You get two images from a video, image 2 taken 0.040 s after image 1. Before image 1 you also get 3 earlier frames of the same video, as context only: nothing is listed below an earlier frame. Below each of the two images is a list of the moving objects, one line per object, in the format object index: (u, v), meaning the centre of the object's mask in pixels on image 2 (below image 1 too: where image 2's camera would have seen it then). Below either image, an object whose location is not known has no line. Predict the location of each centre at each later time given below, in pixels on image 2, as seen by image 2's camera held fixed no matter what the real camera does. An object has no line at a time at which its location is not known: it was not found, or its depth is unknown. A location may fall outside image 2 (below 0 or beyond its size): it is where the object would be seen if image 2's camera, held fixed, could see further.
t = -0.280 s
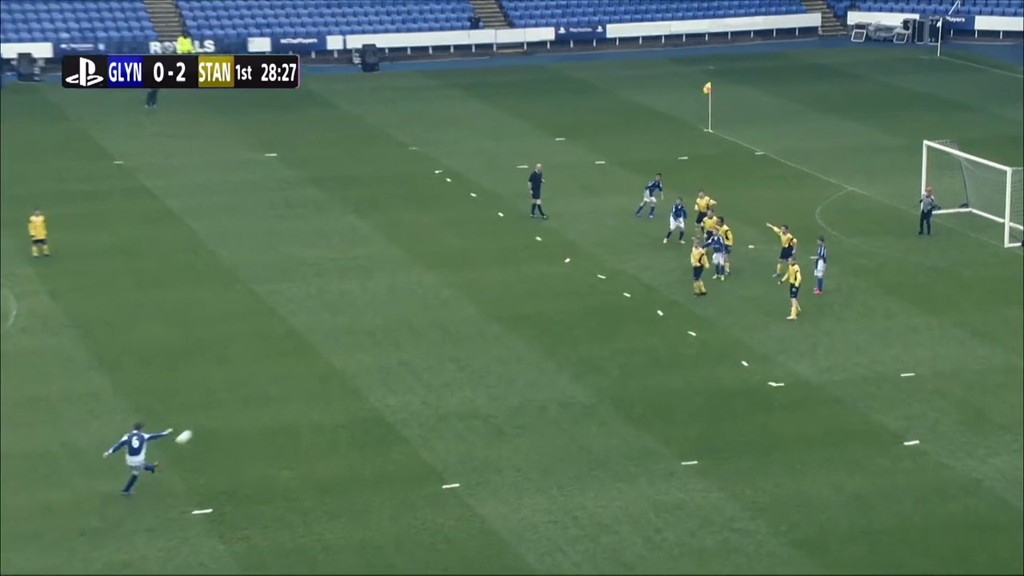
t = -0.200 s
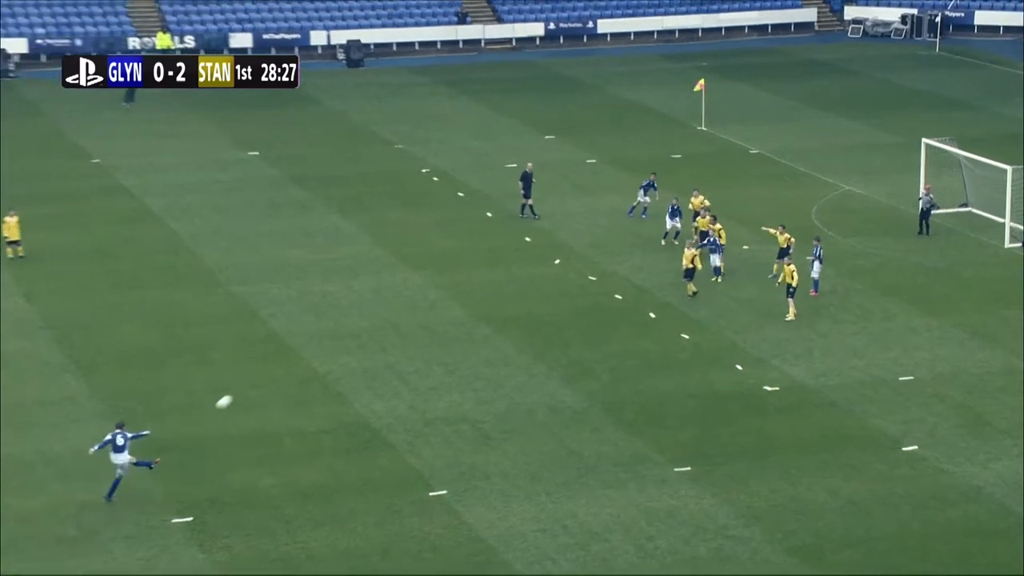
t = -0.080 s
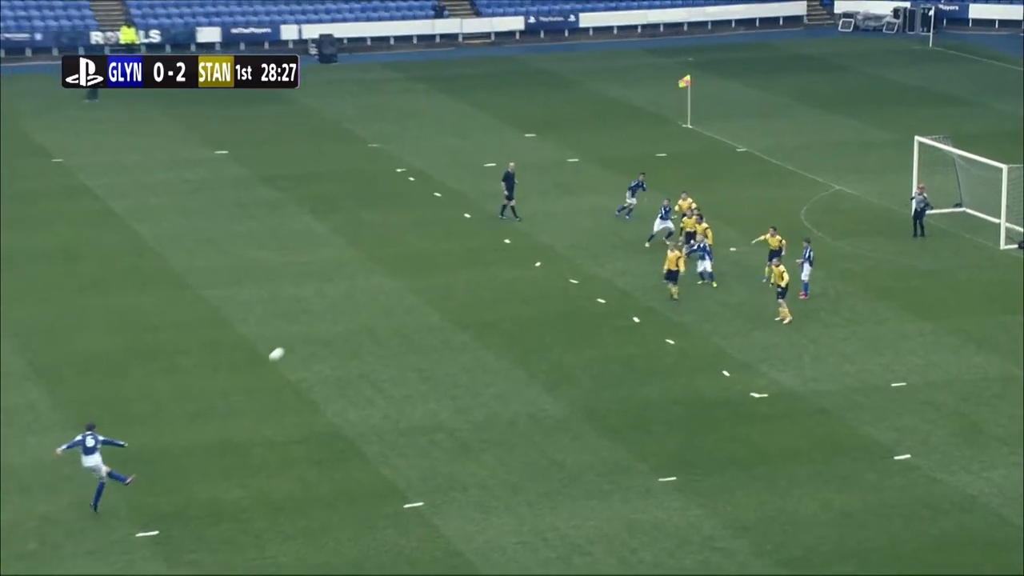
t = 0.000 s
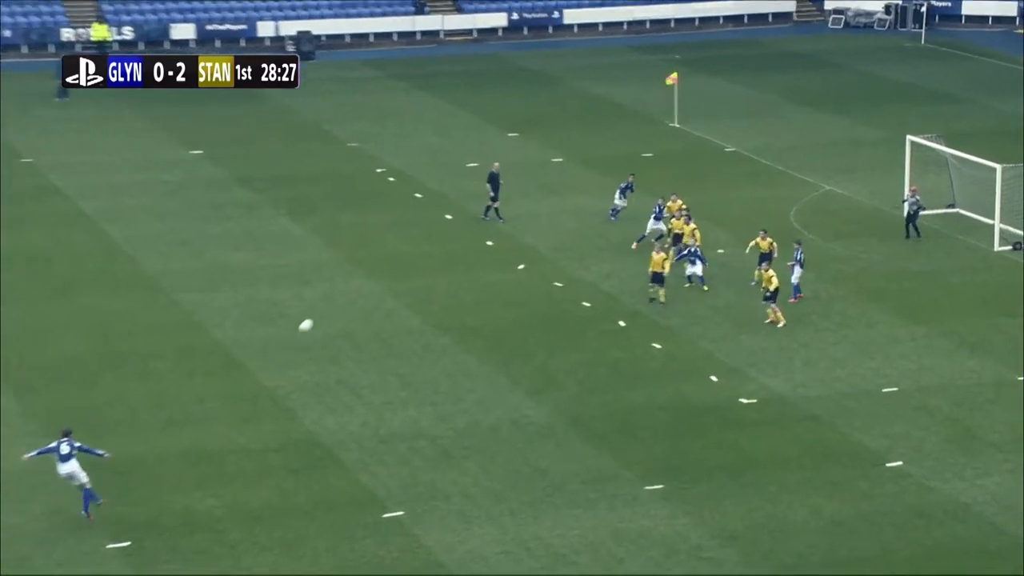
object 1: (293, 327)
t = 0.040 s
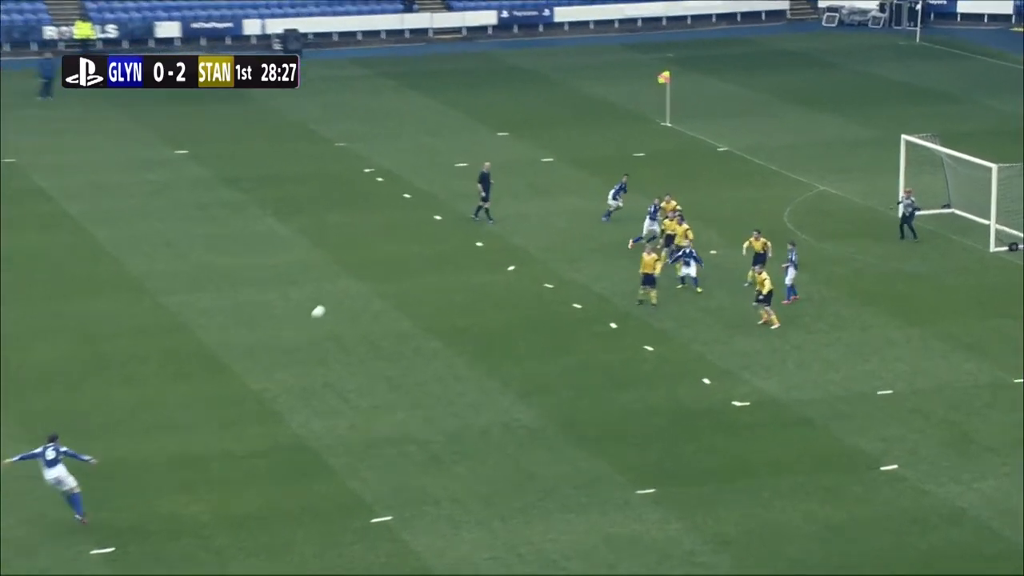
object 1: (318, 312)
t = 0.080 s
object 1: (342, 297)
